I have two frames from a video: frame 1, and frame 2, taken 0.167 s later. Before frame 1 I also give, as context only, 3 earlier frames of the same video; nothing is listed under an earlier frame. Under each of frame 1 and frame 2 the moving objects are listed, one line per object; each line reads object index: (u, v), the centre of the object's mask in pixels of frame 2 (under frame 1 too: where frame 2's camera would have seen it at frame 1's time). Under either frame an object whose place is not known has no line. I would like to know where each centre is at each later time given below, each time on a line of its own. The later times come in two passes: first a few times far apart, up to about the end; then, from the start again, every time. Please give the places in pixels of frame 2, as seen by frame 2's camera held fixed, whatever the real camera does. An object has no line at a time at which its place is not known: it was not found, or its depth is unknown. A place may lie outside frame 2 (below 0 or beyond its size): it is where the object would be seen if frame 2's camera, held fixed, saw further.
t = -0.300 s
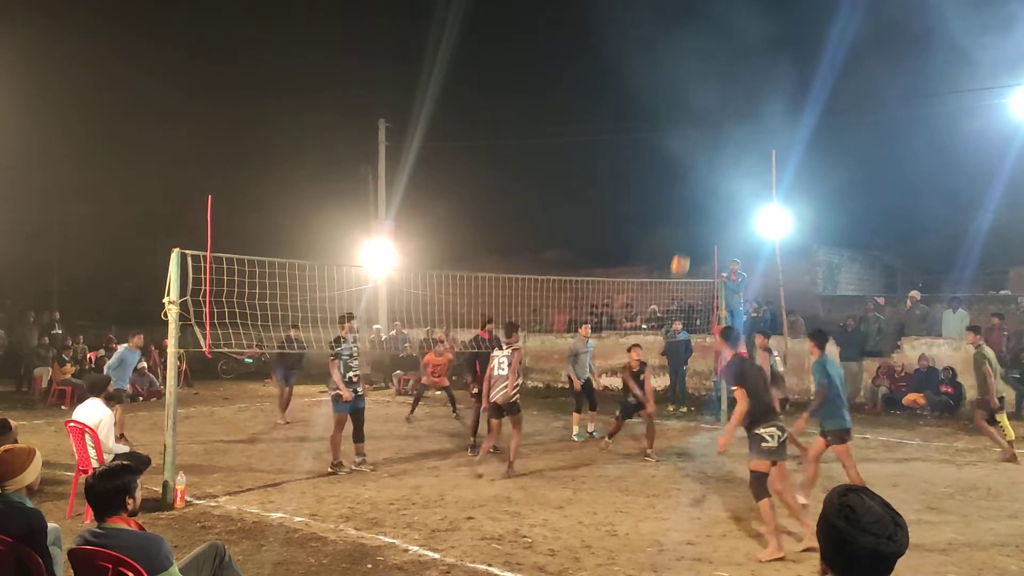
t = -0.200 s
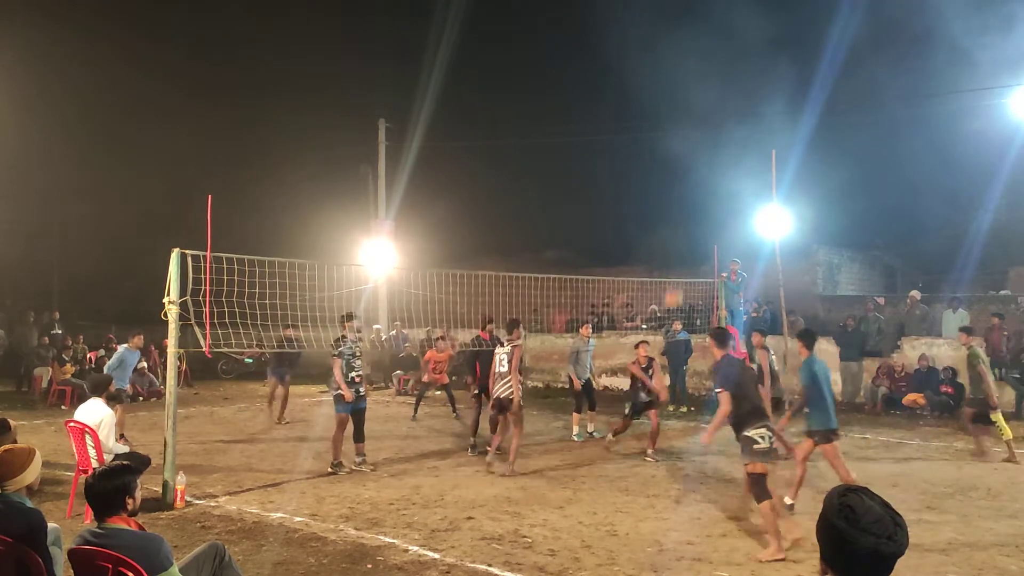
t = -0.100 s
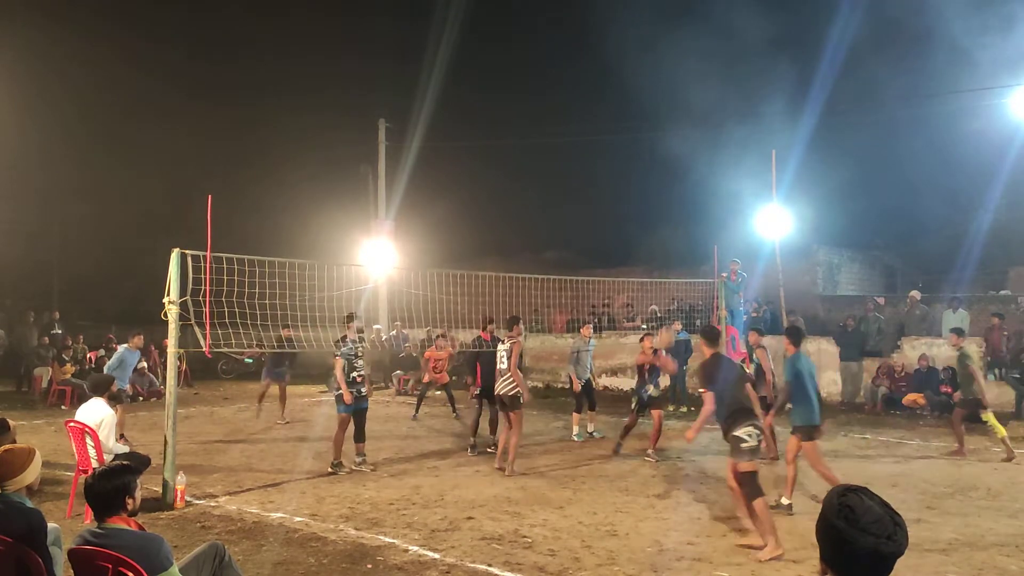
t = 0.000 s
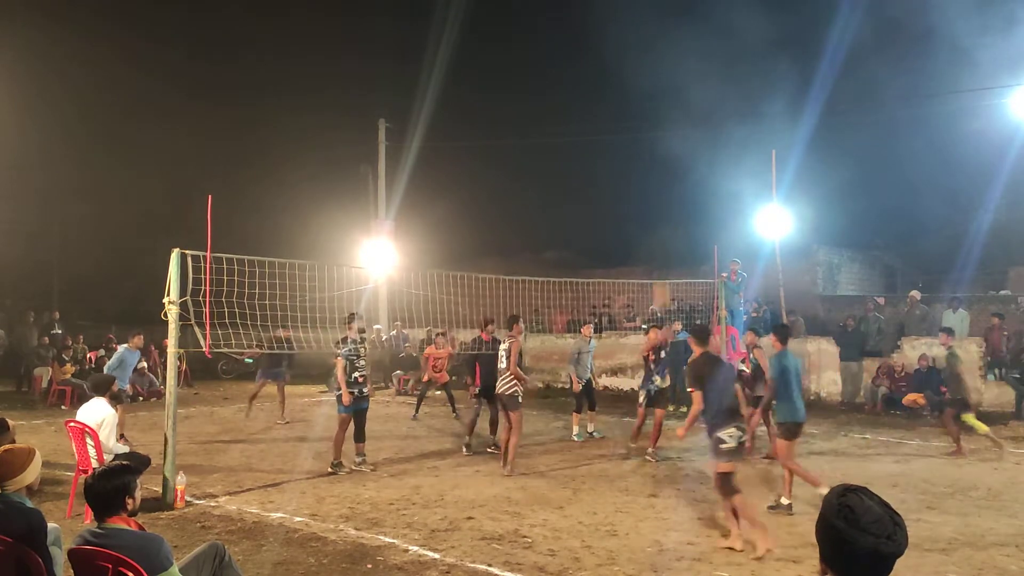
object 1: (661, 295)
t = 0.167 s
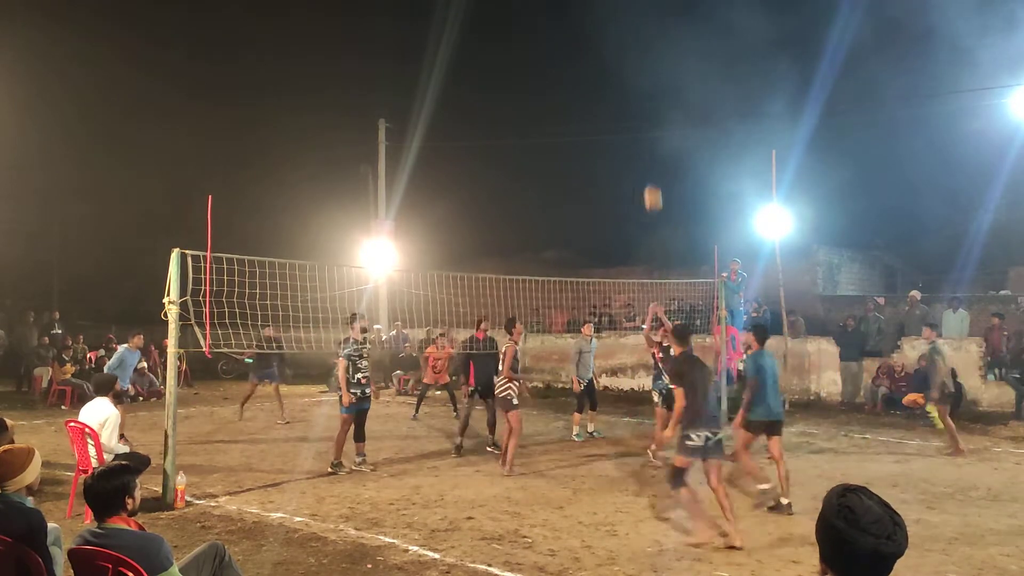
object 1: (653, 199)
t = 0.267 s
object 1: (647, 150)
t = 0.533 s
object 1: (635, 56)
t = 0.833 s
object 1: (620, 16)
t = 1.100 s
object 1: (605, 47)
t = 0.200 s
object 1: (651, 181)
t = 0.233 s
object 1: (649, 165)
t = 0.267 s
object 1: (647, 150)
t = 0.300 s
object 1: (646, 135)
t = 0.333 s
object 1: (644, 121)
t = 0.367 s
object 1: (643, 108)
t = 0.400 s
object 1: (641, 96)
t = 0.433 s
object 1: (640, 85)
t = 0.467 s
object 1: (638, 75)
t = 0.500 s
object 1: (637, 65)
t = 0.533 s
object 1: (635, 56)
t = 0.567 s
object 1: (633, 48)
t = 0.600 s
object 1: (632, 41)
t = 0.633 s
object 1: (630, 35)
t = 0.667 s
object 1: (629, 29)
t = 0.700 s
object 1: (627, 25)
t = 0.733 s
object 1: (625, 21)
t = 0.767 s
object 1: (623, 19)
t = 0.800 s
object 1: (622, 17)
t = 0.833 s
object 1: (620, 16)
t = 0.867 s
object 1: (618, 17)
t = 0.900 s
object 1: (616, 18)
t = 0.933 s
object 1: (615, 20)
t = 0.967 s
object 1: (613, 24)
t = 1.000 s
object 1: (611, 28)
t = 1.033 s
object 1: (609, 33)
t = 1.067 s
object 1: (607, 39)
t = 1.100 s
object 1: (605, 47)
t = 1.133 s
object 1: (603, 55)
